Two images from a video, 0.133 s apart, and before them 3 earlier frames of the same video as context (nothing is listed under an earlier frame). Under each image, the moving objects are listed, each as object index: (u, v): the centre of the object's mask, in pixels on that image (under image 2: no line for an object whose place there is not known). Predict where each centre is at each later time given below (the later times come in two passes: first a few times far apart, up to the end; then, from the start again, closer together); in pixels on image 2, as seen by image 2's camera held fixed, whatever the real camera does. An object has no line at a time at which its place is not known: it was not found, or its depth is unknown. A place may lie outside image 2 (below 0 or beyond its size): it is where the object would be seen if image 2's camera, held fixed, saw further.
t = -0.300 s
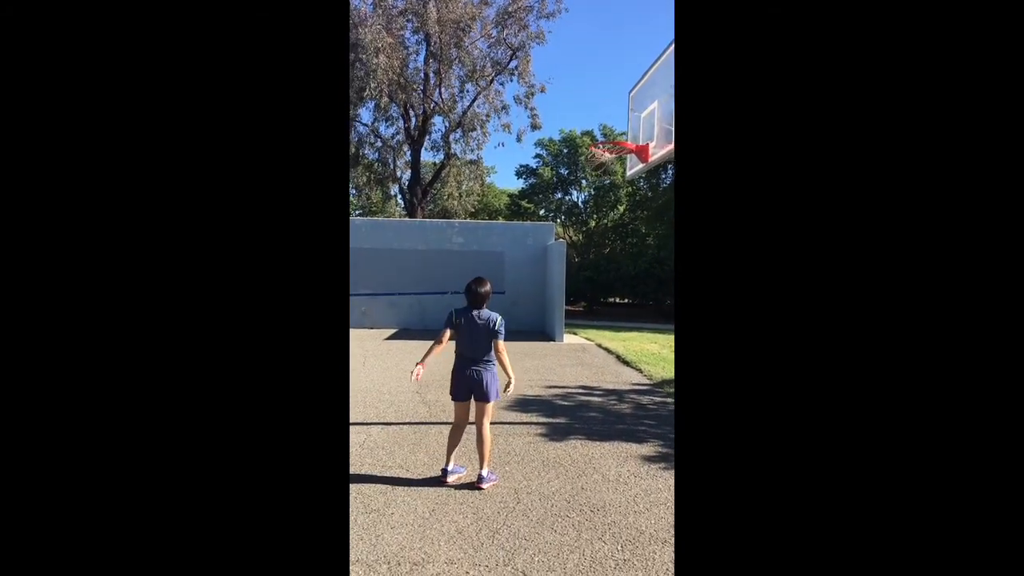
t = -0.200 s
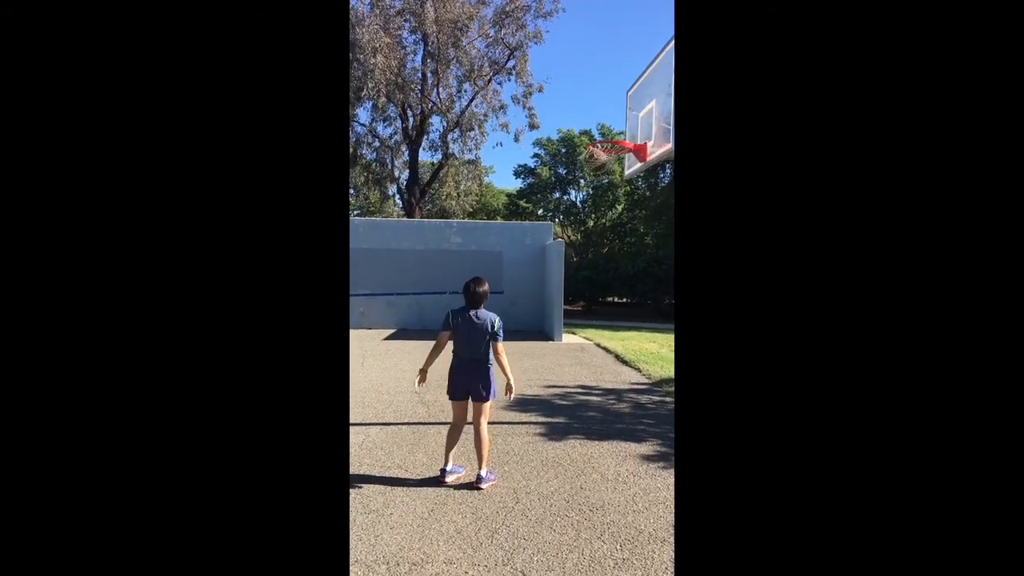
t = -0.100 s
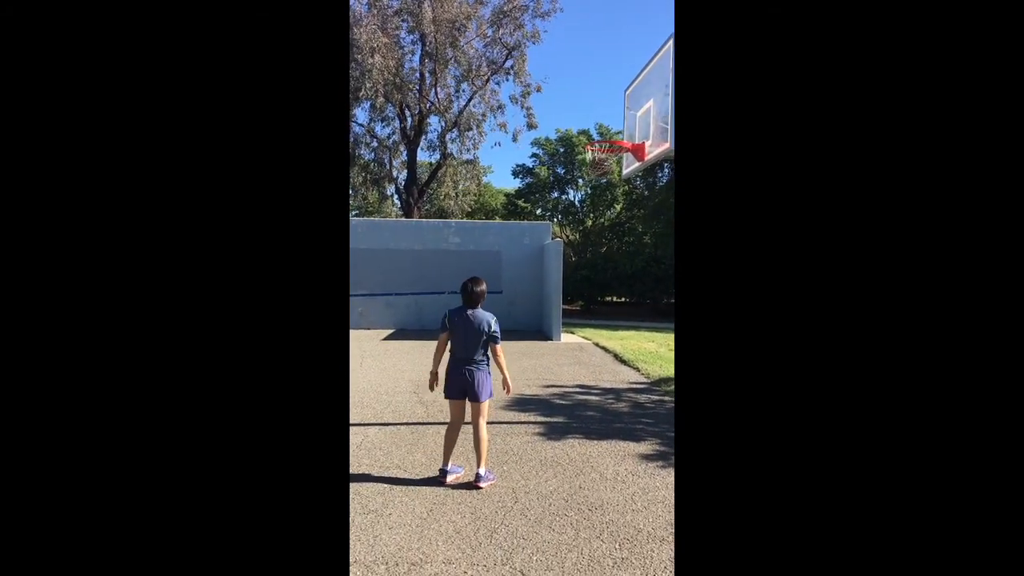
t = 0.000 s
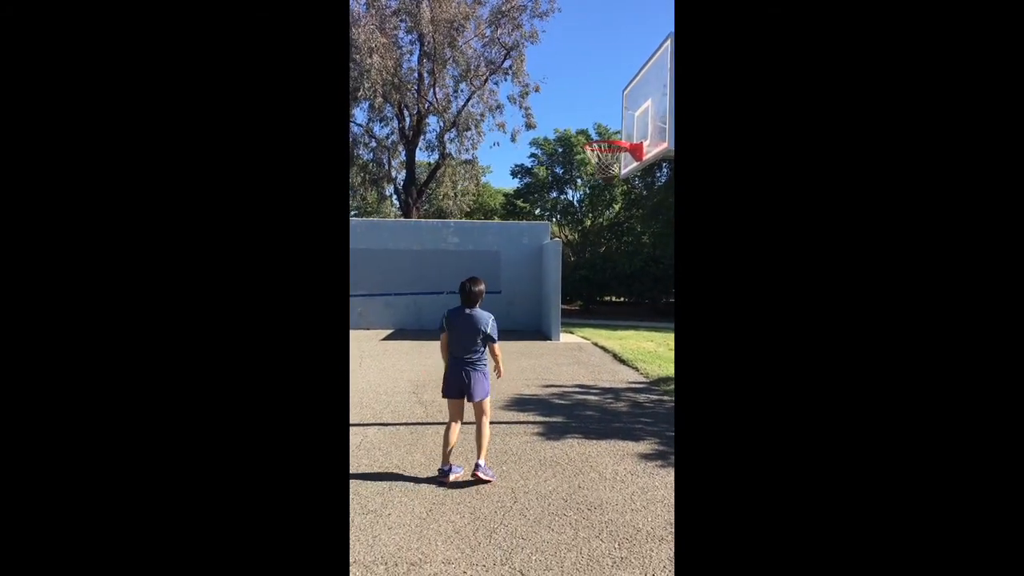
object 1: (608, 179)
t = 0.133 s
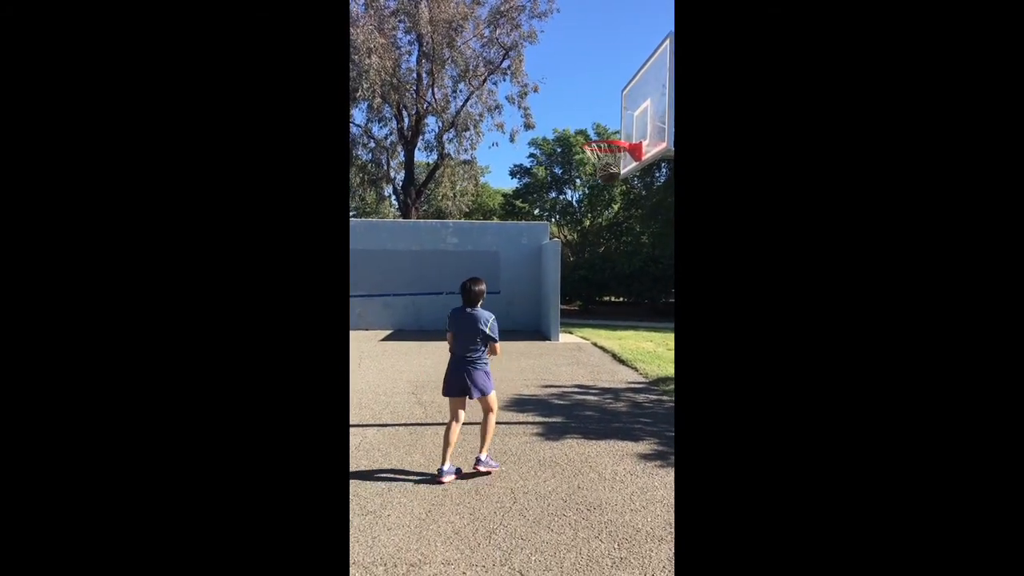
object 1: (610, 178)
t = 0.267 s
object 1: (608, 181)
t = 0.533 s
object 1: (602, 212)
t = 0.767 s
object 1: (598, 295)
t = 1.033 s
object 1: (592, 397)
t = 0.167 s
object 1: (610, 177)
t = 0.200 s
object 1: (609, 178)
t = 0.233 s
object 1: (608, 180)
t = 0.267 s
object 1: (608, 181)
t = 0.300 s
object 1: (606, 182)
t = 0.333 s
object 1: (605, 183)
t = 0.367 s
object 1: (605, 184)
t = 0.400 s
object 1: (604, 186)
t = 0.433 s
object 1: (603, 191)
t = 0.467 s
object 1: (601, 196)
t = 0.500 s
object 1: (602, 204)
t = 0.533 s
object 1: (602, 212)
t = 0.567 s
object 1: (601, 221)
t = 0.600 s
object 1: (600, 231)
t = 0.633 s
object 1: (600, 241)
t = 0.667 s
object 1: (599, 254)
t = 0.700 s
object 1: (599, 266)
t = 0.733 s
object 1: (598, 280)
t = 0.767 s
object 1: (598, 295)
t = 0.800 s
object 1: (598, 310)
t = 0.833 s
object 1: (597, 327)
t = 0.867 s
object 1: (595, 346)
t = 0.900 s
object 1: (595, 364)
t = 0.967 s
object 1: (593, 403)
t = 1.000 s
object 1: (591, 415)
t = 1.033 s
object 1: (592, 397)
